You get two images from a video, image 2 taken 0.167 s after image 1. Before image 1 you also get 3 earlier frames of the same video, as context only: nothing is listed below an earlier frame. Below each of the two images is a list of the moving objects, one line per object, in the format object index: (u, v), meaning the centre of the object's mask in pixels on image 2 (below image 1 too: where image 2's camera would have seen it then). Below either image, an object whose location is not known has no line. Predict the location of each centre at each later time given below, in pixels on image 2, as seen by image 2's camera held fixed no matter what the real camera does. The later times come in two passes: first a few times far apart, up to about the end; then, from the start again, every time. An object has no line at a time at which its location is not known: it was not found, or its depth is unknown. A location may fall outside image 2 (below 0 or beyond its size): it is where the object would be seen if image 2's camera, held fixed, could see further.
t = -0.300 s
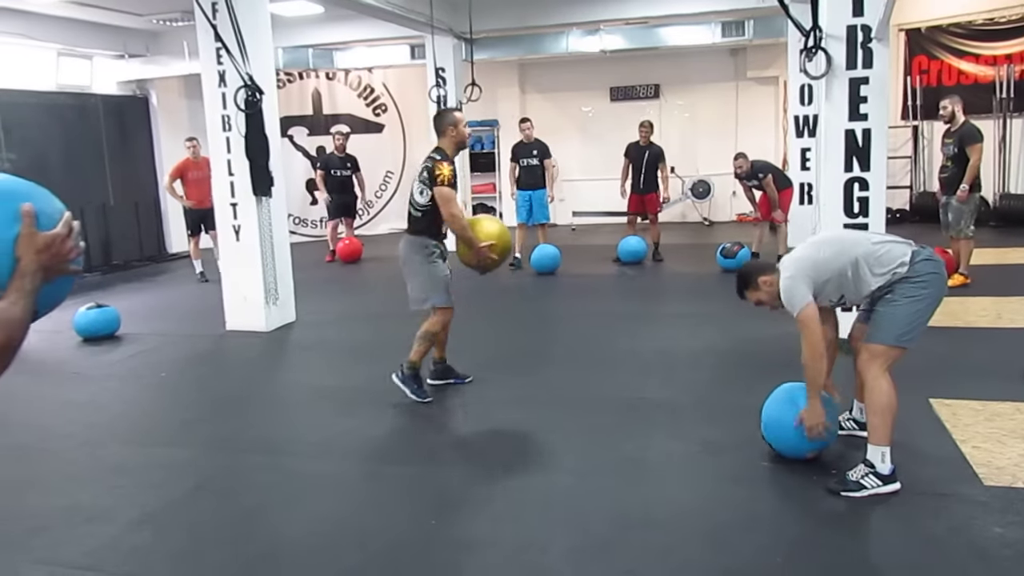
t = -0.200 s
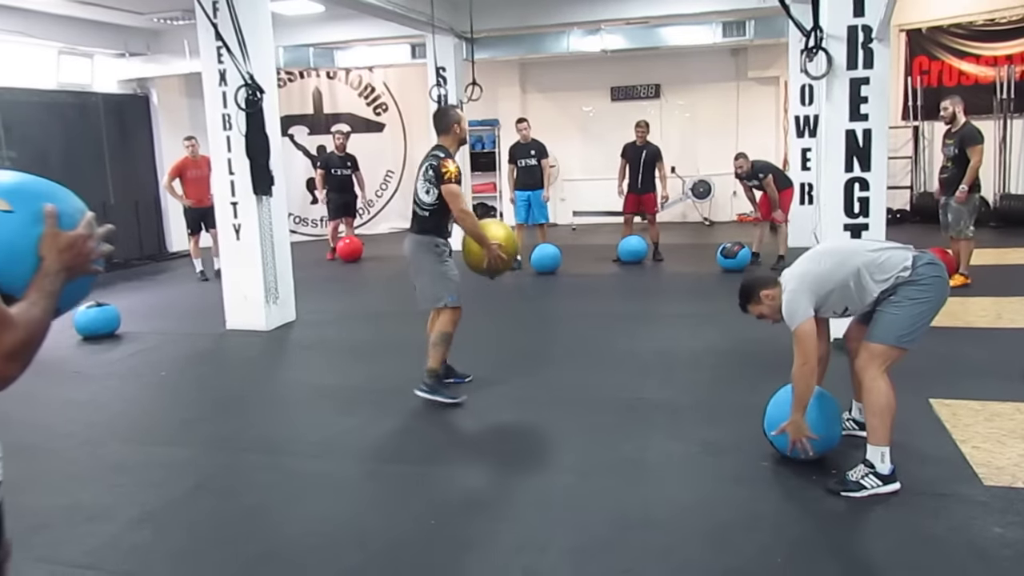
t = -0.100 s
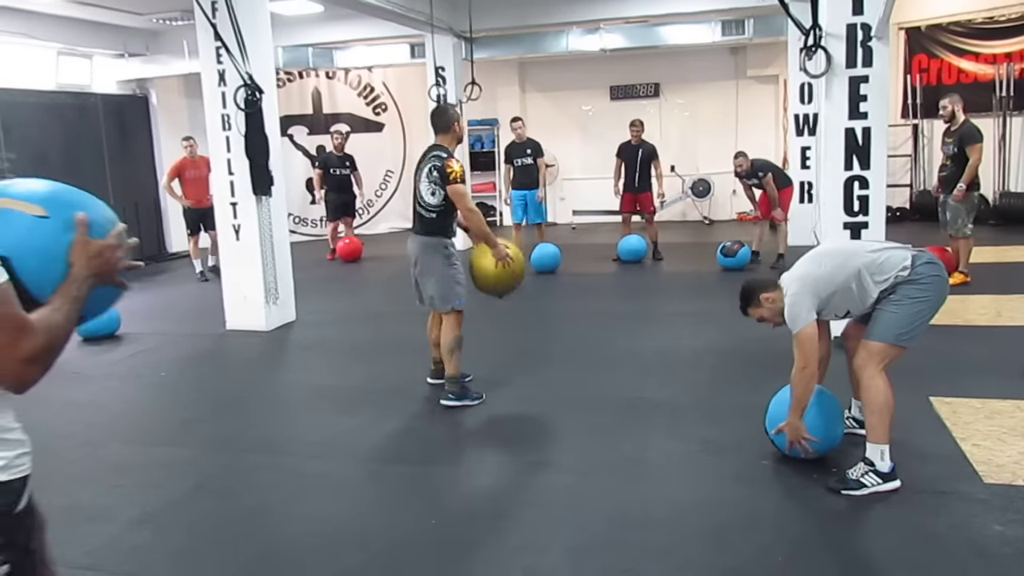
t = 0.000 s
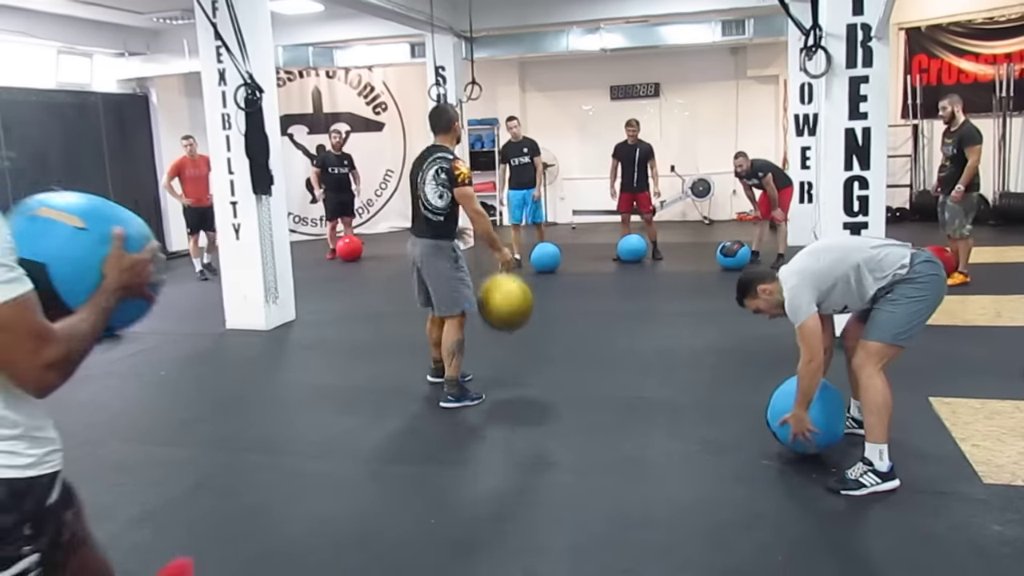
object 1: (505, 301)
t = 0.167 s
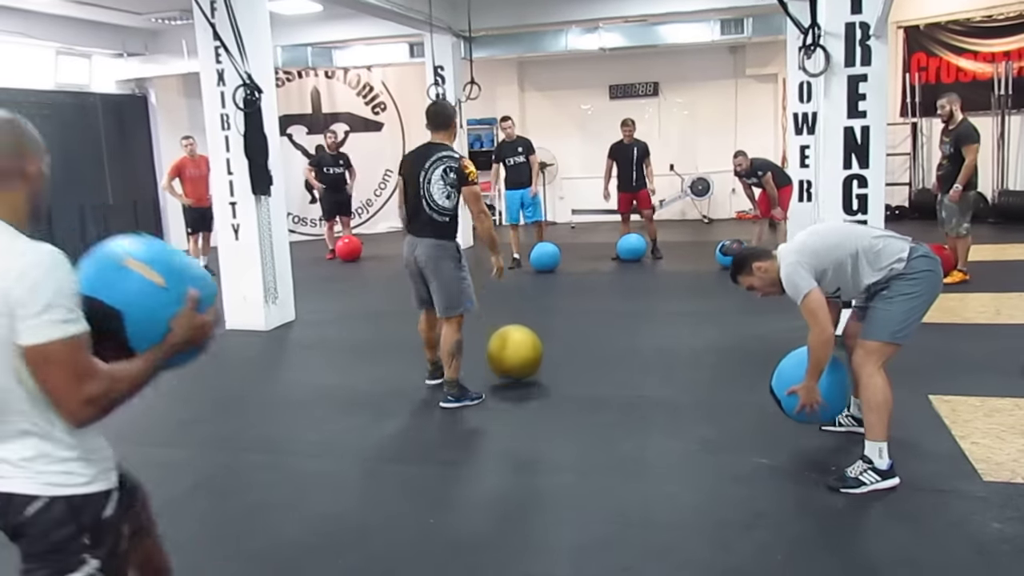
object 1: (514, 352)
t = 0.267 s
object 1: (516, 337)
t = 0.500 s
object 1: (522, 355)
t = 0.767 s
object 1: (525, 350)
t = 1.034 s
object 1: (528, 349)
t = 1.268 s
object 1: (527, 349)
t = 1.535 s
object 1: (527, 349)
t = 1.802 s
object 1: (527, 349)
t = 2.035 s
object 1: (527, 349)
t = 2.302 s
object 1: (527, 349)
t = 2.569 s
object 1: (527, 349)
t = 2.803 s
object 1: (527, 349)
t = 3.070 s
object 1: (527, 349)
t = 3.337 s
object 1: (527, 349)
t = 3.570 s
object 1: (526, 350)
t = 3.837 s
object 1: (526, 350)
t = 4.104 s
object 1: (526, 350)
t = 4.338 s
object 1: (526, 349)
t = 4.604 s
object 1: (526, 349)
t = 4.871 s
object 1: (526, 349)
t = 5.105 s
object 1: (526, 350)
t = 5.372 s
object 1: (525, 350)
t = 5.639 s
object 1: (525, 350)
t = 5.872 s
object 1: (525, 350)
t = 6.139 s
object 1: (525, 350)
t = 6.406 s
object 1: (525, 351)
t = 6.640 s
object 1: (525, 350)
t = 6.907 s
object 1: (525, 350)
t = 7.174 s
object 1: (525, 349)
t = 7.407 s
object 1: (524, 349)
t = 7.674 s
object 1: (525, 349)
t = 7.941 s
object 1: (525, 350)
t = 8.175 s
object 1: (525, 350)
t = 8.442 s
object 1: (526, 350)
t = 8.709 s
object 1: (526, 350)
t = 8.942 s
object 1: (526, 350)
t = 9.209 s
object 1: (526, 350)
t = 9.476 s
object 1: (526, 349)
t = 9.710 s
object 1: (527, 348)
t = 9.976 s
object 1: (529, 348)
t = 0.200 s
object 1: (515, 345)
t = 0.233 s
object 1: (516, 341)
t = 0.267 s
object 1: (516, 337)
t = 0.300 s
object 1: (517, 335)
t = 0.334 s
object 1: (517, 334)
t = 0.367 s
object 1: (518, 336)
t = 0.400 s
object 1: (519, 339)
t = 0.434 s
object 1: (520, 343)
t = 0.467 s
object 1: (521, 348)
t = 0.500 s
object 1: (522, 355)
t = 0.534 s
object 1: (522, 353)
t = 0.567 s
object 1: (523, 350)
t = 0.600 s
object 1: (523, 349)
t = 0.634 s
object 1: (523, 349)
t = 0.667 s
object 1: (524, 350)
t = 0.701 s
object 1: (525, 352)
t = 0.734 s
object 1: (525, 351)
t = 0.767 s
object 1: (525, 350)
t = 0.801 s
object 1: (526, 350)
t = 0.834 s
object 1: (526, 350)
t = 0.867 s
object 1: (527, 350)
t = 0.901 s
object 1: (527, 350)
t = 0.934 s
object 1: (527, 350)
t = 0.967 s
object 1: (527, 349)
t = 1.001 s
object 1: (528, 349)
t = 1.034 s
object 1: (528, 349)
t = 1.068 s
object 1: (528, 349)
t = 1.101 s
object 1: (528, 349)
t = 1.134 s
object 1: (527, 349)
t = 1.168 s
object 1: (527, 349)
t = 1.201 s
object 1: (527, 349)
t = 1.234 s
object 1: (527, 349)
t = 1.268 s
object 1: (527, 349)
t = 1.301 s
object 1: (527, 349)
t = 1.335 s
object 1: (527, 349)
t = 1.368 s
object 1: (527, 349)
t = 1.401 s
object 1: (527, 349)
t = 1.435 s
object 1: (527, 349)
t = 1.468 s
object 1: (527, 349)
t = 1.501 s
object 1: (527, 349)
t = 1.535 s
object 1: (527, 349)
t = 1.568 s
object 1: (527, 350)
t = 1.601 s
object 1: (527, 349)
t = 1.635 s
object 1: (527, 349)
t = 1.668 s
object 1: (527, 349)
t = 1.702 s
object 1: (527, 349)
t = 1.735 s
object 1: (527, 349)
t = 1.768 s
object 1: (527, 349)
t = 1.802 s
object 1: (527, 349)
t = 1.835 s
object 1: (527, 349)
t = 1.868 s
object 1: (527, 349)
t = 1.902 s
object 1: (527, 349)
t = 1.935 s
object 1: (527, 349)
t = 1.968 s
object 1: (527, 349)
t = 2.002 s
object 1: (527, 349)
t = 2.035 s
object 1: (527, 349)
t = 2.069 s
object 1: (527, 349)
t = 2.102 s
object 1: (527, 349)
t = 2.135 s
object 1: (527, 349)
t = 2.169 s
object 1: (527, 349)
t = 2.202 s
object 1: (527, 349)
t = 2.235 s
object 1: (527, 349)
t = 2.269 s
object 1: (527, 349)
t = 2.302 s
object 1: (527, 349)
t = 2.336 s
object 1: (527, 349)
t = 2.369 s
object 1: (527, 349)
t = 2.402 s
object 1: (527, 349)
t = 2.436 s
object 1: (527, 349)
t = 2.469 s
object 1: (527, 349)
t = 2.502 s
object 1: (527, 349)
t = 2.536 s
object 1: (527, 349)
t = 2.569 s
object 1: (527, 349)
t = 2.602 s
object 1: (527, 349)
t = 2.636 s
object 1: (527, 349)
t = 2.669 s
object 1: (527, 349)
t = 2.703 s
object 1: (527, 349)
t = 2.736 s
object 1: (527, 349)
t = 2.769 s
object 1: (527, 349)
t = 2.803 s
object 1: (527, 349)
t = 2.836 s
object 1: (527, 349)
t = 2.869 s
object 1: (527, 349)
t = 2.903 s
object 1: (527, 349)
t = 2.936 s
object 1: (527, 349)
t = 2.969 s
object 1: (527, 349)
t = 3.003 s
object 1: (527, 350)
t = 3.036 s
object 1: (527, 349)
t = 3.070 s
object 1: (527, 349)
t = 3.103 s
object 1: (527, 349)
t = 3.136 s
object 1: (527, 349)
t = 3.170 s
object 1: (527, 349)
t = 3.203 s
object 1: (527, 349)
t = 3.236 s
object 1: (527, 349)
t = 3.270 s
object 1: (527, 349)
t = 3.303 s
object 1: (527, 350)
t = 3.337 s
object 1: (527, 349)
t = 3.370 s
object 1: (527, 349)
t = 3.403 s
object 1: (527, 349)
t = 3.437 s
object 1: (527, 349)
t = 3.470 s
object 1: (527, 349)
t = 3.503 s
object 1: (527, 350)
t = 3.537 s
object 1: (526, 350)
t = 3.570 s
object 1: (526, 350)
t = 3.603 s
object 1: (526, 350)
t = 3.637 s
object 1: (526, 350)
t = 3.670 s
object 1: (526, 350)
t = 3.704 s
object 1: (526, 350)
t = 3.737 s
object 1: (526, 350)
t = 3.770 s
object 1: (526, 350)
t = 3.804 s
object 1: (526, 350)
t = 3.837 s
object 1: (526, 350)
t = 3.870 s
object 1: (526, 350)
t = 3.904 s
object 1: (526, 350)
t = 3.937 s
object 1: (526, 350)
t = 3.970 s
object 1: (526, 350)
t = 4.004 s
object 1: (526, 350)
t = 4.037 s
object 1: (526, 350)
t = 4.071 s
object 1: (526, 350)
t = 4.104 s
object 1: (526, 350)
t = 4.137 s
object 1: (526, 350)
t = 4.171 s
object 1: (526, 350)
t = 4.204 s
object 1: (526, 349)
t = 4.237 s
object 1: (526, 350)
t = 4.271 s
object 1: (526, 349)
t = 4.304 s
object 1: (526, 349)
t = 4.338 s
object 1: (526, 349)
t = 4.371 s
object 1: (526, 349)
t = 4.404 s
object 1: (526, 349)
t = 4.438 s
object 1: (526, 349)
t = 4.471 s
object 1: (526, 349)
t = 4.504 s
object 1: (526, 349)
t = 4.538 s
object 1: (526, 349)
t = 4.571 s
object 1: (526, 349)
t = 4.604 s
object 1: (526, 349)
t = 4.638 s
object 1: (526, 349)
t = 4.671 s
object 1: (526, 349)
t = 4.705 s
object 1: (526, 349)
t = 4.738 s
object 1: (526, 349)
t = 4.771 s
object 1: (526, 349)
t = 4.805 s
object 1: (526, 349)
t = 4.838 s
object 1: (526, 349)
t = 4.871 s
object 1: (526, 349)
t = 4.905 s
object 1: (527, 349)
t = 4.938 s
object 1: (526, 350)
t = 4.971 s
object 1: (526, 350)
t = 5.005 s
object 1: (526, 350)
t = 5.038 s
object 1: (526, 350)
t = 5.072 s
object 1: (526, 350)
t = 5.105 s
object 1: (526, 350)
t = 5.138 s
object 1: (526, 350)
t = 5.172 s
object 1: (526, 350)
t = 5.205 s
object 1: (526, 350)
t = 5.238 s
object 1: (526, 350)
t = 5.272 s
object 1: (525, 350)
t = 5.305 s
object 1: (526, 350)
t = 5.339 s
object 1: (526, 350)
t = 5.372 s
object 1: (525, 350)
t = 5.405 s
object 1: (525, 349)
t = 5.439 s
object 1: (525, 349)
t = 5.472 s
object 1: (525, 350)
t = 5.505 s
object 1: (525, 350)
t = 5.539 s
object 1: (526, 350)
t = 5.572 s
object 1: (526, 350)
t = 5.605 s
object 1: (526, 350)
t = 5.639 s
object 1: (525, 350)
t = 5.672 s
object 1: (525, 350)
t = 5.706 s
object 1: (525, 350)
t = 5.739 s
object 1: (525, 350)
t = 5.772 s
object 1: (525, 350)
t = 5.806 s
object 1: (525, 350)
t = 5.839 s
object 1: (525, 350)
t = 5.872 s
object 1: (525, 350)
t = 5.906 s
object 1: (525, 350)
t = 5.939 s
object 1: (525, 350)
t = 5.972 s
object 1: (525, 350)
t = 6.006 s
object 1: (525, 350)
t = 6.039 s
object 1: (525, 350)
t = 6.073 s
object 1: (525, 350)
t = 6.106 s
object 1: (525, 350)
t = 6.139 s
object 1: (525, 350)
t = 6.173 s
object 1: (525, 350)
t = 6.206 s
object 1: (525, 350)
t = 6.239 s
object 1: (525, 350)
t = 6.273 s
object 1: (525, 350)
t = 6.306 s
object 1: (525, 350)
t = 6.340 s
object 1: (525, 350)
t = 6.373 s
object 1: (525, 351)
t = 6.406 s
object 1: (525, 351)
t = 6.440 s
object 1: (525, 350)
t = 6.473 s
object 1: (525, 350)
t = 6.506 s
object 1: (526, 350)
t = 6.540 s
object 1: (525, 350)
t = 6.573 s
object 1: (526, 350)
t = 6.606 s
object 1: (525, 350)
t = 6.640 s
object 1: (525, 350)
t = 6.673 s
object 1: (525, 350)
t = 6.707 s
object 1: (525, 350)
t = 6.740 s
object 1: (525, 350)
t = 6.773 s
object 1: (525, 350)
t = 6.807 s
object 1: (525, 350)
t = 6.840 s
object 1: (525, 350)
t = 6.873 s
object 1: (526, 350)
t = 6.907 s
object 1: (525, 350)
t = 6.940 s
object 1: (525, 350)
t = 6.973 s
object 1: (525, 350)
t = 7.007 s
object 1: (525, 349)
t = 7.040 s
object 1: (525, 349)
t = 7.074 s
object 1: (525, 349)
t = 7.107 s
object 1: (525, 349)
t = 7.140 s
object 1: (525, 349)
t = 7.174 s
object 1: (525, 349)
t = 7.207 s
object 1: (524, 349)
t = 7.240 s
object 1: (524, 349)
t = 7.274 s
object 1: (524, 349)
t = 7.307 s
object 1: (524, 349)
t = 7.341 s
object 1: (524, 349)
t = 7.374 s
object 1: (524, 349)
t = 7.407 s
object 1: (524, 349)
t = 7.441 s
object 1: (524, 349)
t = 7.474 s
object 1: (524, 349)
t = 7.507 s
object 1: (525, 349)
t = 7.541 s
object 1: (525, 349)
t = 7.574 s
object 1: (525, 349)
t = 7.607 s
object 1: (525, 349)
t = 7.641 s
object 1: (525, 349)
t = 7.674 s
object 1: (525, 349)
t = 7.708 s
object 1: (525, 349)
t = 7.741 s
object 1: (525, 350)
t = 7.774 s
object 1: (525, 350)
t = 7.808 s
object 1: (525, 349)
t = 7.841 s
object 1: (525, 349)
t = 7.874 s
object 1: (525, 350)
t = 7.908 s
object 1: (525, 350)
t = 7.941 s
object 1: (525, 350)
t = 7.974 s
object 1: (525, 350)
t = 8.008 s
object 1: (525, 349)
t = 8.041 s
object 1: (525, 349)
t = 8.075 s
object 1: (525, 349)
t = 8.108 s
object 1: (525, 350)
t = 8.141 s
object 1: (525, 350)
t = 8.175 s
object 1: (525, 350)
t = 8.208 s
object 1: (525, 350)
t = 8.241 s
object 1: (525, 350)
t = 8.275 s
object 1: (525, 350)
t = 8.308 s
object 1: (526, 350)
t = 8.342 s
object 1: (526, 350)
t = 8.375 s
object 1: (526, 350)
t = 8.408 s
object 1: (526, 350)
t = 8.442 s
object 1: (526, 350)
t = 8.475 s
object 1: (526, 350)
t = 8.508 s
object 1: (526, 350)
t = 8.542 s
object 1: (526, 350)
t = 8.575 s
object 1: (526, 350)
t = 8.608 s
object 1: (526, 350)
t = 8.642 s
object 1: (526, 350)
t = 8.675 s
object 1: (526, 350)
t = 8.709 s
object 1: (526, 350)
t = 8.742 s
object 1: (526, 350)
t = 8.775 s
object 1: (526, 350)
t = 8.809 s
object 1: (526, 350)
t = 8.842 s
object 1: (526, 350)
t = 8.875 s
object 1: (526, 350)
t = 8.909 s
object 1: (526, 350)
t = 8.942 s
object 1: (526, 350)
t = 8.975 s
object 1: (526, 350)
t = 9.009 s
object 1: (526, 350)
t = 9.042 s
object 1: (526, 350)
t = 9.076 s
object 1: (526, 350)
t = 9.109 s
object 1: (526, 350)
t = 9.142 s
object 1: (526, 350)
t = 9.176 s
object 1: (526, 350)
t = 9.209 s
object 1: (526, 350)
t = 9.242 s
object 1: (526, 350)
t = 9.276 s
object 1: (526, 350)
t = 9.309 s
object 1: (526, 349)
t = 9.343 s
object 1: (526, 349)
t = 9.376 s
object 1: (526, 349)
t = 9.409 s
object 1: (526, 349)
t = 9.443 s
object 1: (526, 349)
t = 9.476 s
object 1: (526, 349)
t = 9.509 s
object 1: (526, 348)
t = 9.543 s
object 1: (526, 348)
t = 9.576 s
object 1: (526, 348)
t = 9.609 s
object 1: (526, 348)
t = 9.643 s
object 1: (526, 348)
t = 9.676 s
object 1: (526, 348)
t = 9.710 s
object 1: (527, 348)
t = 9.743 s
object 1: (527, 348)
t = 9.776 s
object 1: (527, 348)
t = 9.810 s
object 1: (528, 348)
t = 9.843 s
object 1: (528, 348)
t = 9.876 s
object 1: (528, 348)
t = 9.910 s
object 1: (529, 348)
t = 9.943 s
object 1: (529, 348)
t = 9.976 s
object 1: (529, 348)
